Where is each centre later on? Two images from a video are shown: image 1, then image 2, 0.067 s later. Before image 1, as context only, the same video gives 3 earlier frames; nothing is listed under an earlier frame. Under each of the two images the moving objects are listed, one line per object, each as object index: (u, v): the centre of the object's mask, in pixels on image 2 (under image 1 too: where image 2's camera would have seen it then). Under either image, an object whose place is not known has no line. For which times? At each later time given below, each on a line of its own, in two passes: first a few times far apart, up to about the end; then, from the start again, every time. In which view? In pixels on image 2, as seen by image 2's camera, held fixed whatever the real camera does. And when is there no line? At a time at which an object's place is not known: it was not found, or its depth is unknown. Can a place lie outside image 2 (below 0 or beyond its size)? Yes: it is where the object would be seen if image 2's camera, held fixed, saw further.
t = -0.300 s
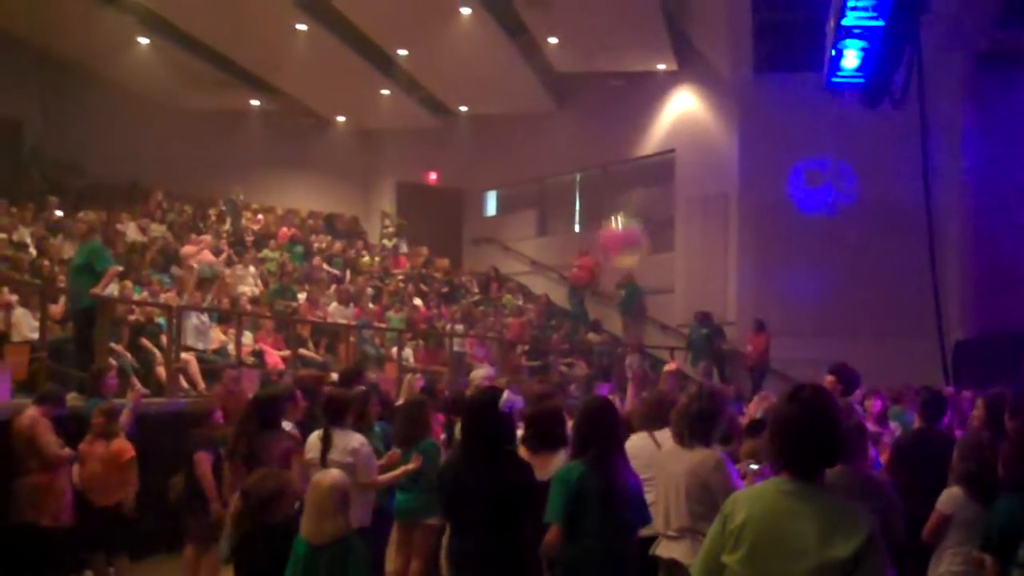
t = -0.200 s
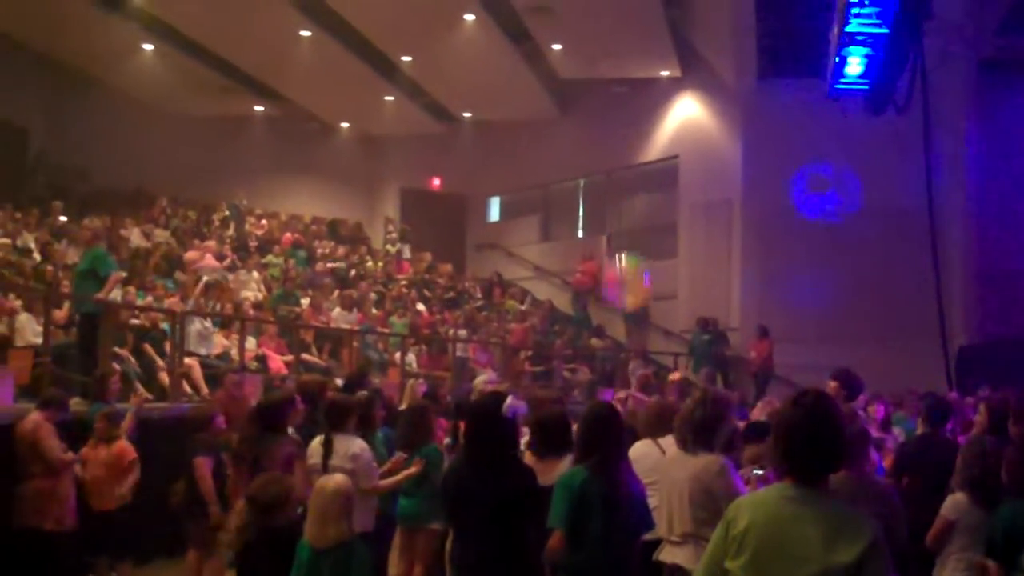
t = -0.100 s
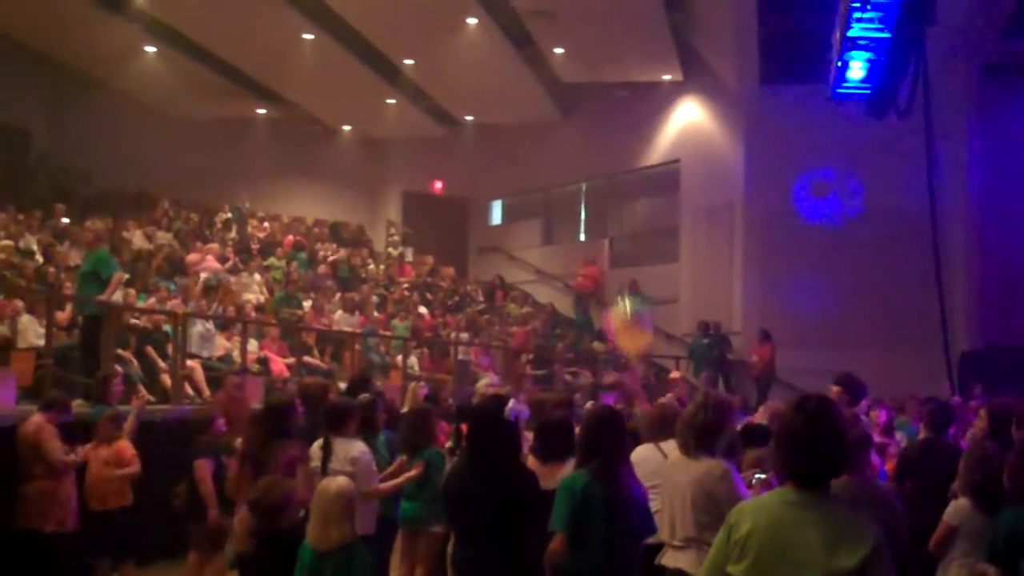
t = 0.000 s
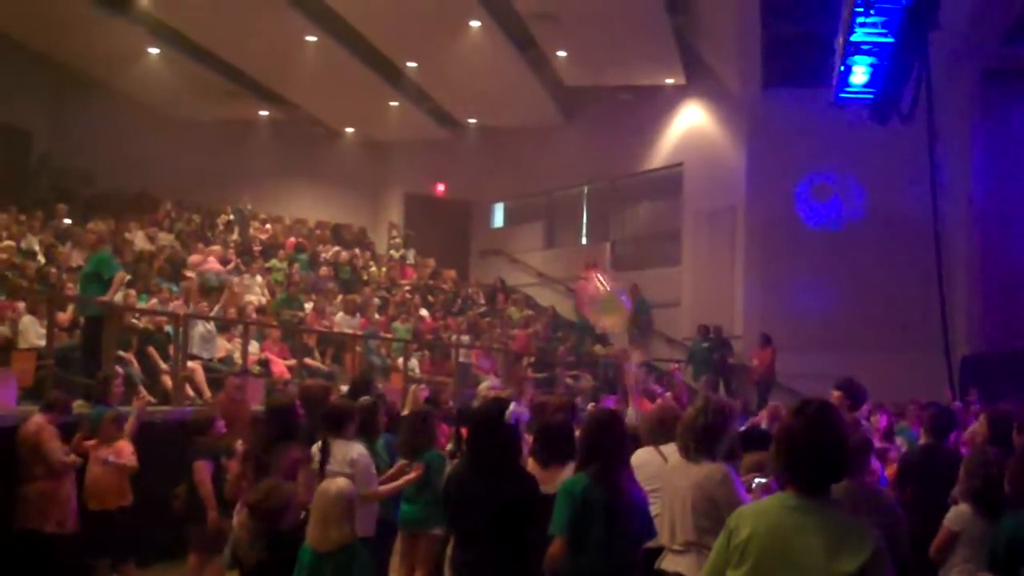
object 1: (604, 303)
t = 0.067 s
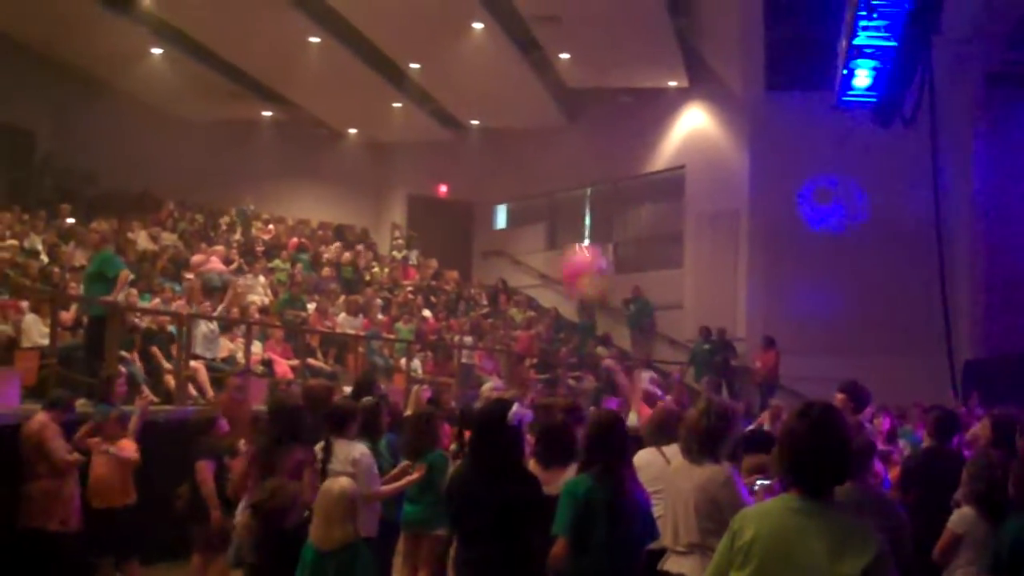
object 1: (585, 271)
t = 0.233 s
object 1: (535, 211)
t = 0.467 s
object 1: (475, 171)
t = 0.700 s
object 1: (425, 175)
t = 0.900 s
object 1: (387, 214)
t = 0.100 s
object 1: (572, 254)
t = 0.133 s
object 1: (565, 245)
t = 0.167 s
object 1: (554, 229)
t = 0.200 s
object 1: (546, 220)
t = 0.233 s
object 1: (535, 211)
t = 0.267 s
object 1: (526, 202)
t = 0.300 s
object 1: (517, 194)
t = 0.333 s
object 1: (508, 187)
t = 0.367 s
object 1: (500, 181)
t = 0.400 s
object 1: (492, 177)
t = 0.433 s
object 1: (483, 173)
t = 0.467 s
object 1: (475, 171)
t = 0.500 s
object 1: (468, 167)
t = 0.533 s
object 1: (460, 167)
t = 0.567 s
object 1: (453, 167)
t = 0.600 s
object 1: (446, 167)
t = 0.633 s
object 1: (438, 169)
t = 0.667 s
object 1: (432, 172)
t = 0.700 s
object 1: (425, 175)
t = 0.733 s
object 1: (419, 179)
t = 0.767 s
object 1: (412, 185)
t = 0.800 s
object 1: (406, 190)
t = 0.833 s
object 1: (400, 197)
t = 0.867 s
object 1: (393, 206)
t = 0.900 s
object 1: (387, 214)
